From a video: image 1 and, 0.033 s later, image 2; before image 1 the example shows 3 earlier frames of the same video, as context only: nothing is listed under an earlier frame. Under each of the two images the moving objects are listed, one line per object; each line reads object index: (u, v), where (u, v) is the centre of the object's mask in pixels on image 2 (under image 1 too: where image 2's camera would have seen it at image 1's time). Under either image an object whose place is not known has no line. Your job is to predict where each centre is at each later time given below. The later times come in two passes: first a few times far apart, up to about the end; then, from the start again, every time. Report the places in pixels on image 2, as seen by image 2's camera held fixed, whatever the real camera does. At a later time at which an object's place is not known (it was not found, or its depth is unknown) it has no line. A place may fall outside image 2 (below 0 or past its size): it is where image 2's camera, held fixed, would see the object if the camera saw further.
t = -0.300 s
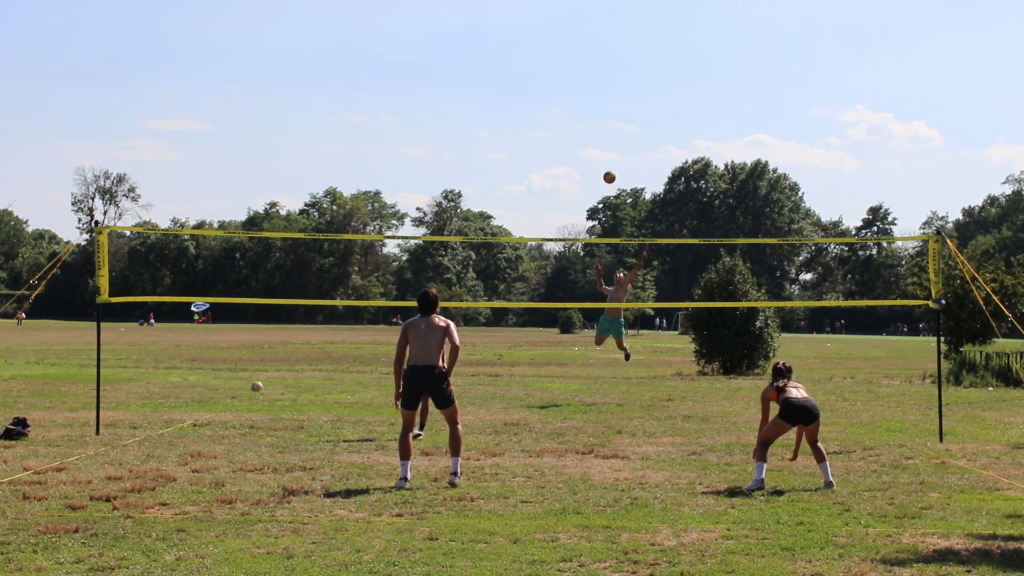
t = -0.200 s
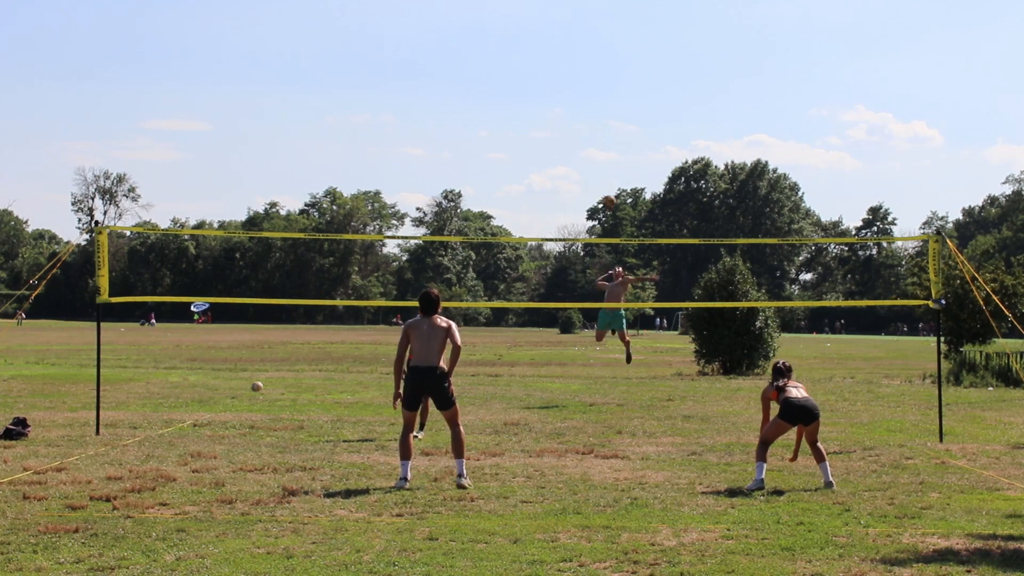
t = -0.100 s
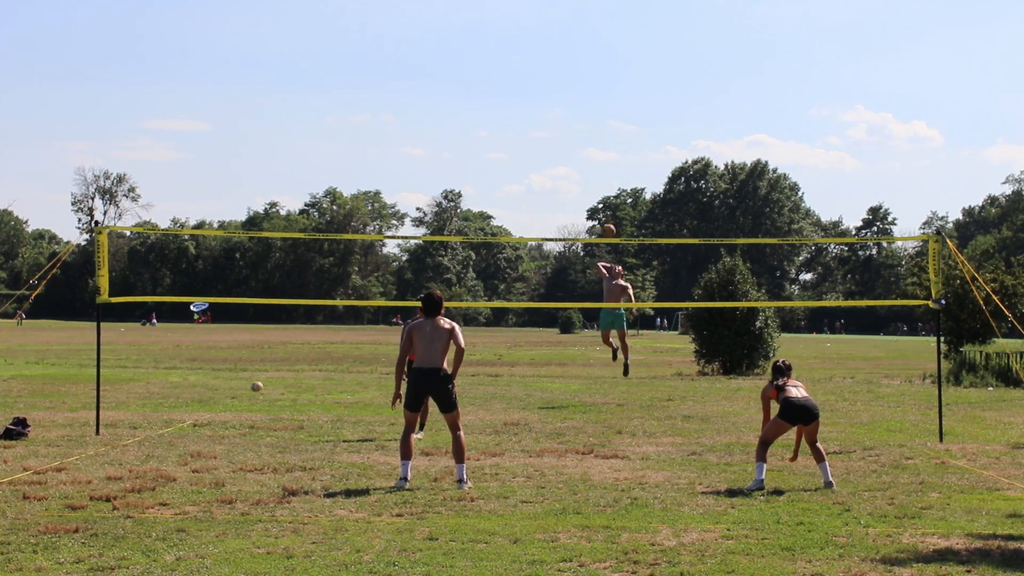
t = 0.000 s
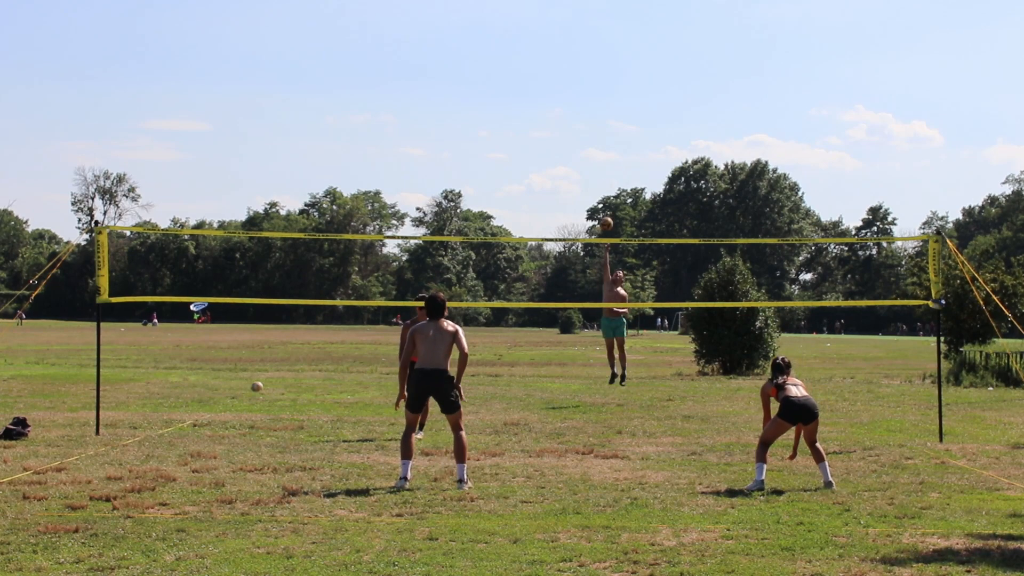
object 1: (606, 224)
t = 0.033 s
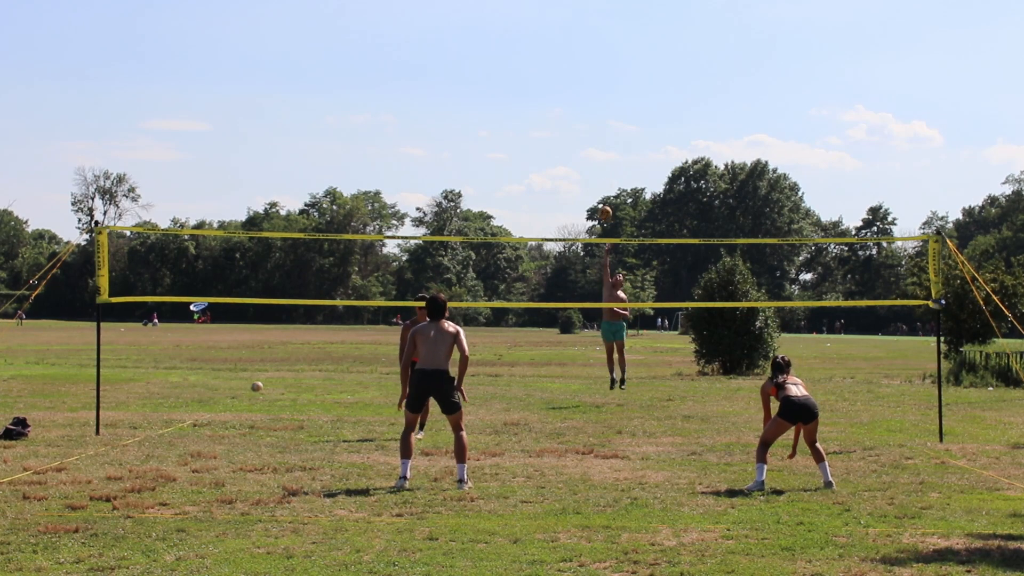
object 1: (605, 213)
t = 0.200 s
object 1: (599, 168)
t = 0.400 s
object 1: (591, 137)
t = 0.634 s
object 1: (583, 136)
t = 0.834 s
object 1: (576, 172)
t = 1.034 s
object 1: (571, 248)
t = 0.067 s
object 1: (604, 203)
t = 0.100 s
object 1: (602, 193)
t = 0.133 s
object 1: (601, 184)
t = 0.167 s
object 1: (600, 176)
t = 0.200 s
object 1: (599, 168)
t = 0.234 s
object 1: (597, 162)
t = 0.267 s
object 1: (596, 155)
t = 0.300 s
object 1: (595, 150)
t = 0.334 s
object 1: (594, 145)
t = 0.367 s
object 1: (593, 141)
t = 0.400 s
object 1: (591, 137)
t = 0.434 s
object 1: (590, 135)
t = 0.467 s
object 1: (589, 133)
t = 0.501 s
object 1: (588, 132)
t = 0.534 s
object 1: (586, 131)
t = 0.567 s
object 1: (585, 132)
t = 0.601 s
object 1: (584, 134)
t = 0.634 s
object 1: (583, 136)
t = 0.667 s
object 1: (581, 139)
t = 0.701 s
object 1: (580, 143)
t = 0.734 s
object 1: (579, 149)
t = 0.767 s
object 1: (578, 155)
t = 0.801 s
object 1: (576, 163)
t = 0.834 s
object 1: (576, 172)
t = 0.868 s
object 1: (575, 182)
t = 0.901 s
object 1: (574, 193)
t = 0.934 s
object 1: (573, 205)
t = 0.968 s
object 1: (572, 218)
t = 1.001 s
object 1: (571, 232)
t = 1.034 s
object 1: (571, 248)
